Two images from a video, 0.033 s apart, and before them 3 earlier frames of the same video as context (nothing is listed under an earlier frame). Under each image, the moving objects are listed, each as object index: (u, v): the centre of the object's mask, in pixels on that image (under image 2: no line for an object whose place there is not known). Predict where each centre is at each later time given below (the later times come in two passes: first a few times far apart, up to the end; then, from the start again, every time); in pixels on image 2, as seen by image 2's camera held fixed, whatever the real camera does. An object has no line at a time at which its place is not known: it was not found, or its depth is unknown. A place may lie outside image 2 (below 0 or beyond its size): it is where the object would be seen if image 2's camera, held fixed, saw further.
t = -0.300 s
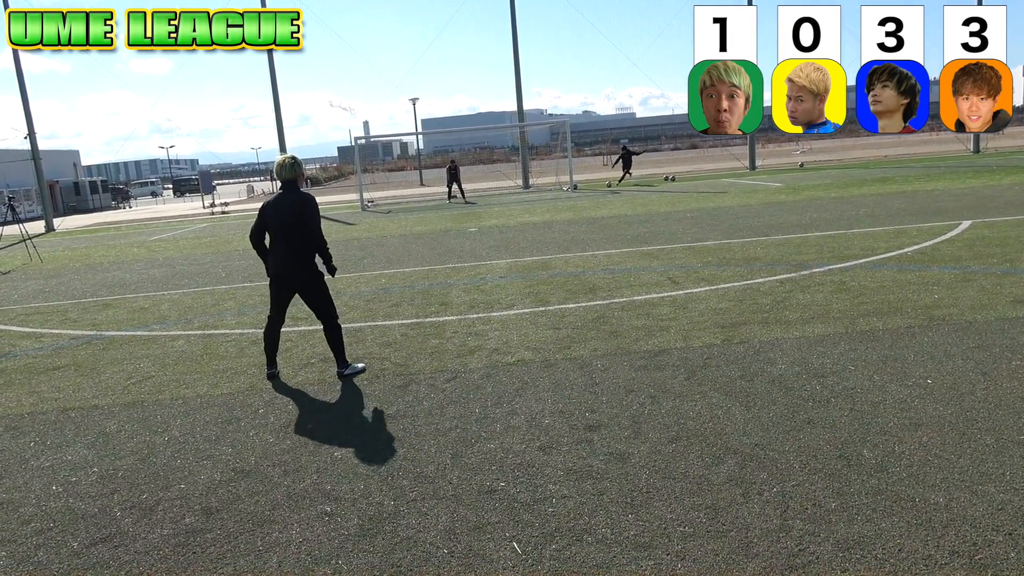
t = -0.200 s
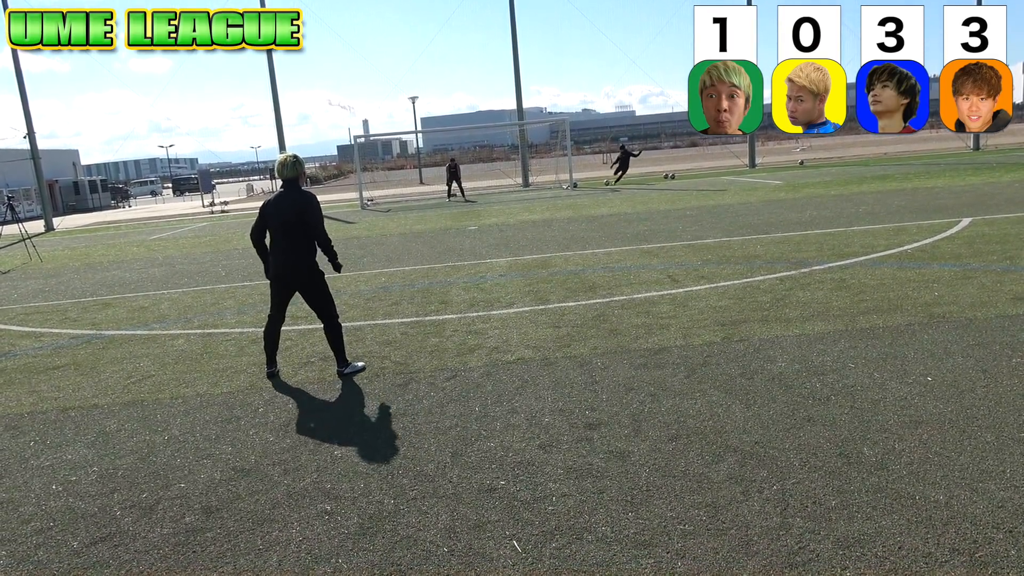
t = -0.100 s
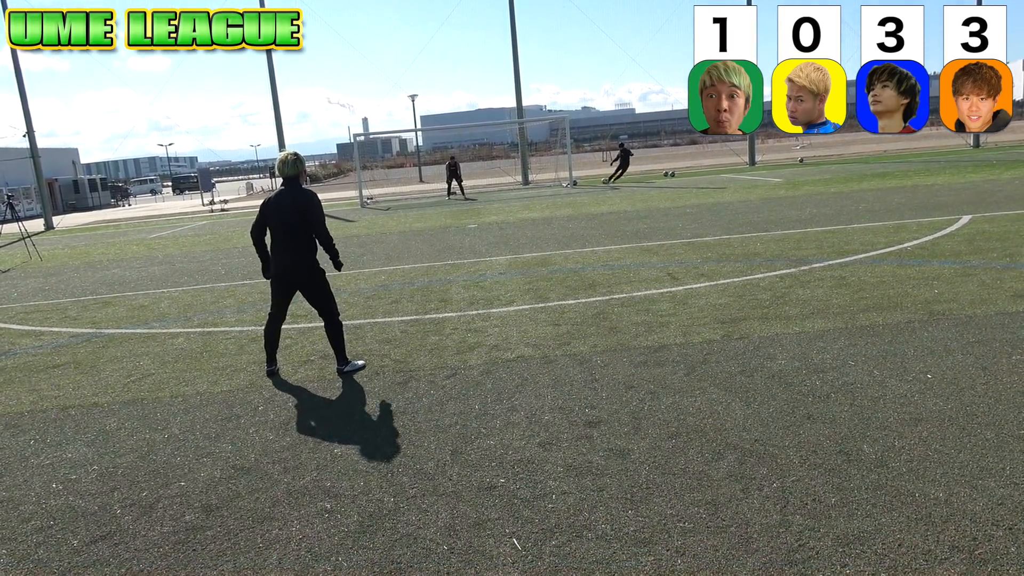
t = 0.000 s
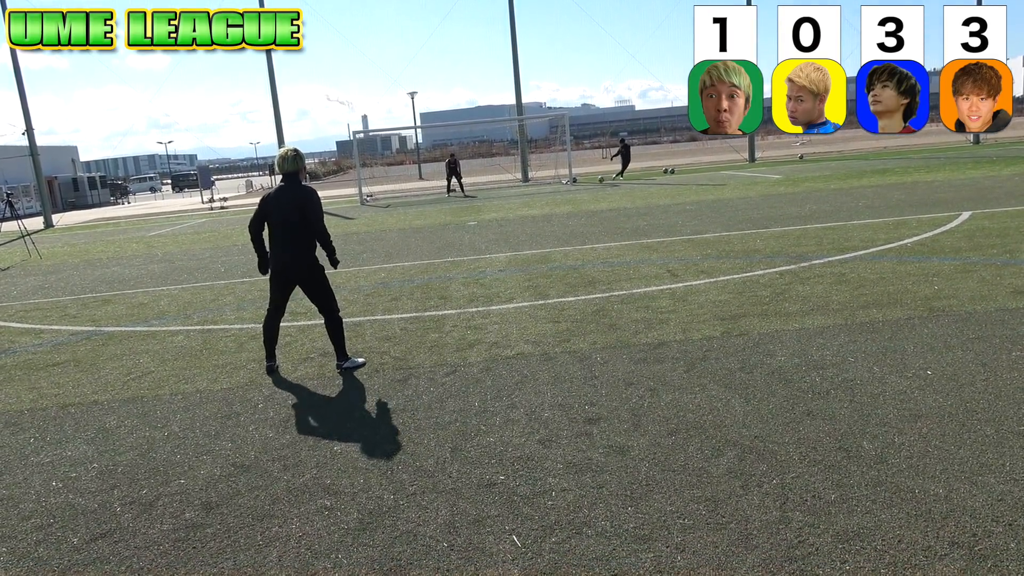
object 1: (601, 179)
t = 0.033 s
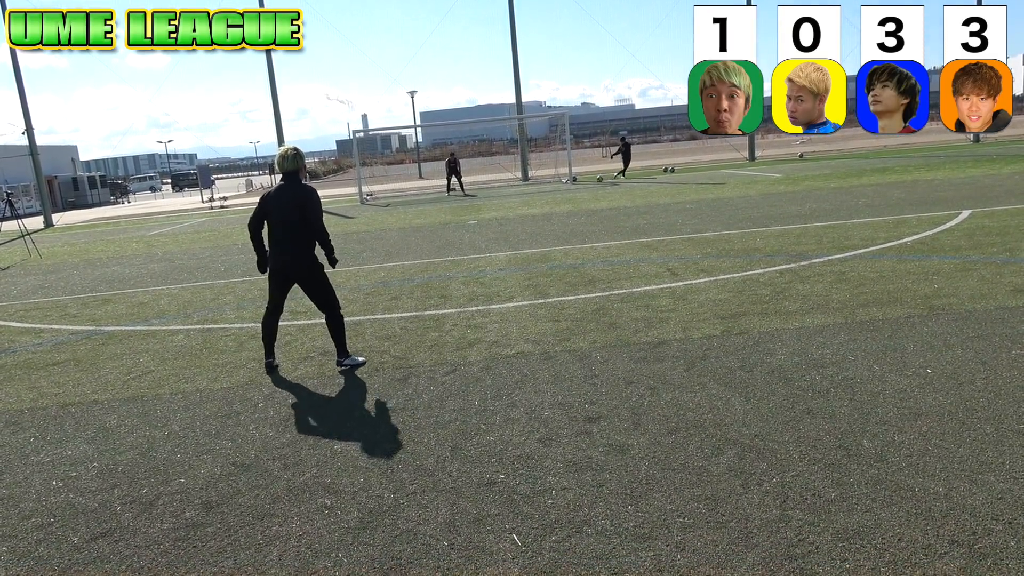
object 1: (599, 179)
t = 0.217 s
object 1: (593, 188)
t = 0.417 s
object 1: (585, 202)
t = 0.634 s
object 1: (576, 221)
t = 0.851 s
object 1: (558, 251)
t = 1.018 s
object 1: (529, 284)
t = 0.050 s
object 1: (599, 179)
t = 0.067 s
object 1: (598, 180)
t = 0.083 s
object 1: (598, 180)
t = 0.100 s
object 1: (597, 181)
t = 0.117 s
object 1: (597, 182)
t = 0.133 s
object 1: (596, 183)
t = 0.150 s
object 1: (595, 184)
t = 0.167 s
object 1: (595, 185)
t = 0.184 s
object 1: (594, 185)
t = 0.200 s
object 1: (594, 187)
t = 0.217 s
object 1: (593, 188)
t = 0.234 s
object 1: (593, 189)
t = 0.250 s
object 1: (592, 190)
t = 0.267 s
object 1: (592, 192)
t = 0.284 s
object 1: (591, 193)
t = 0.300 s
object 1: (590, 195)
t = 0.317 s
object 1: (589, 197)
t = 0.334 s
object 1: (589, 198)
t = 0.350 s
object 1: (588, 199)
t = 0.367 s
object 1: (587, 200)
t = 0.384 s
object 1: (587, 201)
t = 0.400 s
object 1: (586, 201)
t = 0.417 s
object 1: (585, 202)
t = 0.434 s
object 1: (584, 203)
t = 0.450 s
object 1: (584, 204)
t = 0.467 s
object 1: (583, 206)
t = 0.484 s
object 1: (582, 207)
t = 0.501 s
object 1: (581, 209)
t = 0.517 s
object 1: (581, 210)
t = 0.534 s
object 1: (580, 212)
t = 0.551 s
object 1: (579, 214)
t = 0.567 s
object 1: (579, 216)
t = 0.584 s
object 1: (578, 219)
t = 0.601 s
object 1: (577, 220)
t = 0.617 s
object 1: (576, 221)
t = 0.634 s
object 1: (576, 221)
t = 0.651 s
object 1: (575, 222)
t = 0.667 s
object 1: (574, 223)
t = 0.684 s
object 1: (573, 225)
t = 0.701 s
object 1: (572, 226)
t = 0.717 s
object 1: (571, 228)
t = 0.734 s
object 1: (570, 230)
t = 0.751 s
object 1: (568, 233)
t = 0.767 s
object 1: (567, 235)
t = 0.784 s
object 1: (565, 239)
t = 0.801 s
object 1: (564, 243)
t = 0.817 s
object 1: (562, 247)
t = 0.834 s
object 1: (560, 250)
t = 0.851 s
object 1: (558, 251)
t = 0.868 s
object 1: (556, 252)
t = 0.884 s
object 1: (553, 254)
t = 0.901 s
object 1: (551, 256)
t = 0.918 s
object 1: (548, 259)
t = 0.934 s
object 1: (545, 262)
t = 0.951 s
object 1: (542, 265)
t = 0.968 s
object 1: (539, 269)
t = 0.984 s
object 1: (536, 273)
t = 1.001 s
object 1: (533, 278)
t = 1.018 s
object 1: (529, 284)
